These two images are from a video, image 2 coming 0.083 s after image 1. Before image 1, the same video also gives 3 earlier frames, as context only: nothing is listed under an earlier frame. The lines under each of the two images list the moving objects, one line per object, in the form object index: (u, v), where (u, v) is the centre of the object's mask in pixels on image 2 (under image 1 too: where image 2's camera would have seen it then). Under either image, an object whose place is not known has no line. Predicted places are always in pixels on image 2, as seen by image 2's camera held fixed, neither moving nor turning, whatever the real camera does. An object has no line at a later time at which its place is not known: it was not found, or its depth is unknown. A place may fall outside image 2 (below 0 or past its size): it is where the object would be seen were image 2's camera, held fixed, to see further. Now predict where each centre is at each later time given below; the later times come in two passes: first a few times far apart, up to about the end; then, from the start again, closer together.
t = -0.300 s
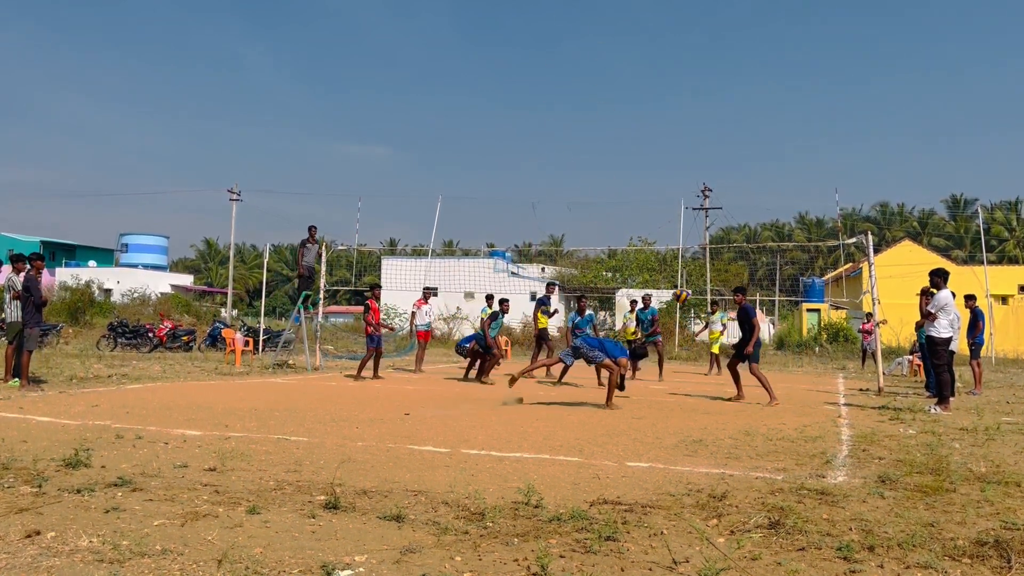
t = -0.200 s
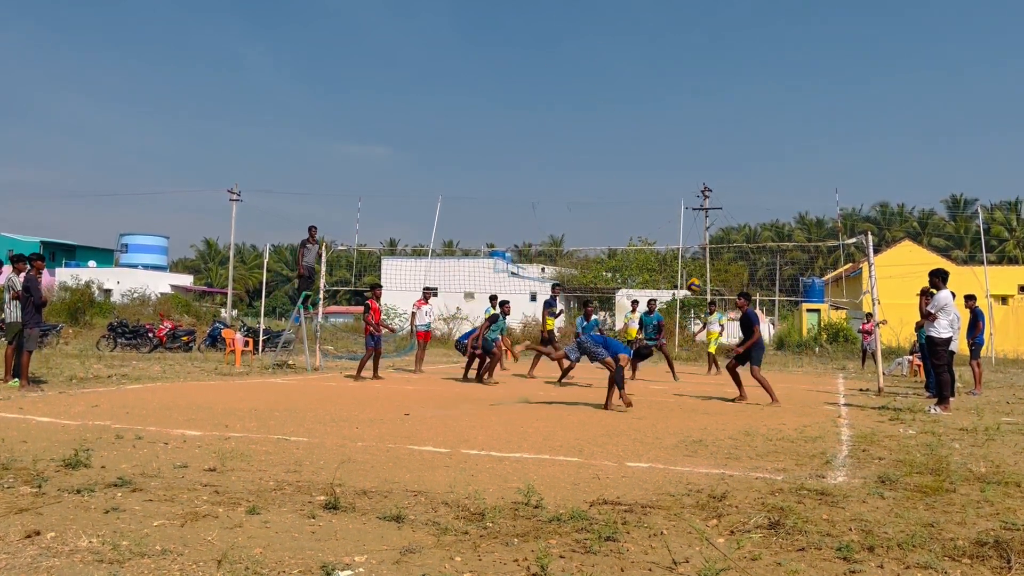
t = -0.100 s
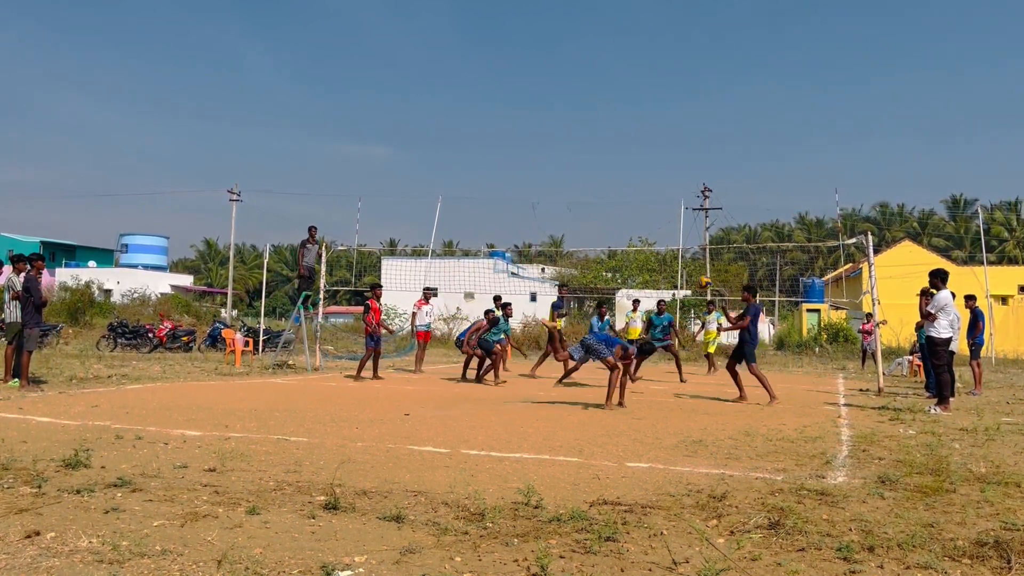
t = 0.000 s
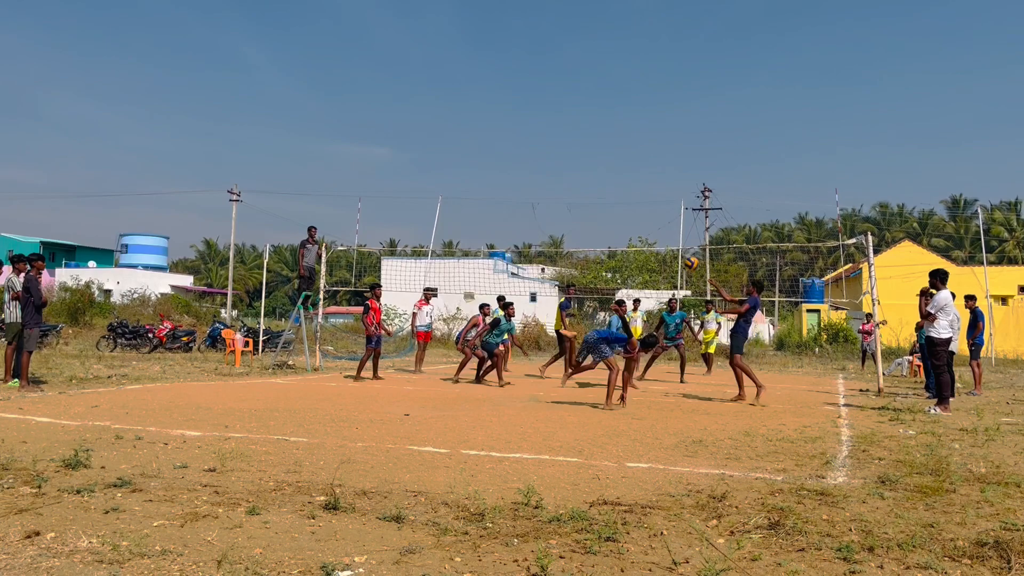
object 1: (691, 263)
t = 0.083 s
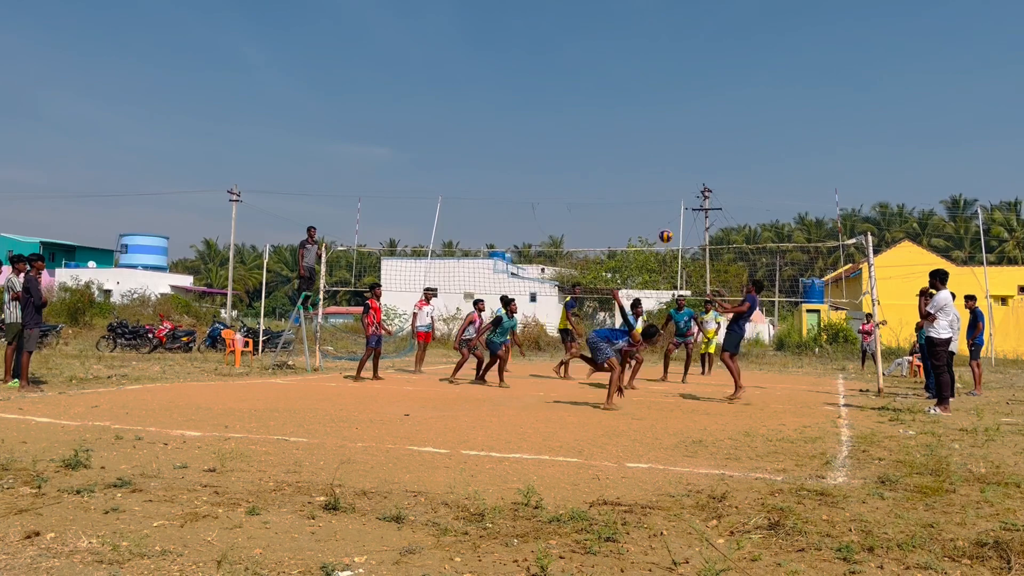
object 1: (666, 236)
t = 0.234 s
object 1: (624, 202)
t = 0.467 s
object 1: (568, 182)
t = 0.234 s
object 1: (624, 202)
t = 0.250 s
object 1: (619, 199)
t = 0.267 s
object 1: (615, 197)
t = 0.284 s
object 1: (611, 195)
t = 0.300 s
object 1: (607, 192)
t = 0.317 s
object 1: (603, 190)
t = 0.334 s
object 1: (599, 189)
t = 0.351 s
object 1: (595, 187)
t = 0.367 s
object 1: (591, 186)
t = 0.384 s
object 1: (587, 185)
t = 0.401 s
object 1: (583, 184)
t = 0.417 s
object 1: (579, 183)
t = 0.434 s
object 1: (575, 182)
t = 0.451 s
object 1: (572, 182)
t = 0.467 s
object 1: (568, 182)
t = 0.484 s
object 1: (564, 182)
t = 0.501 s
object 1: (561, 182)
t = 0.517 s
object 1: (557, 181)
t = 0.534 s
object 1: (554, 182)
